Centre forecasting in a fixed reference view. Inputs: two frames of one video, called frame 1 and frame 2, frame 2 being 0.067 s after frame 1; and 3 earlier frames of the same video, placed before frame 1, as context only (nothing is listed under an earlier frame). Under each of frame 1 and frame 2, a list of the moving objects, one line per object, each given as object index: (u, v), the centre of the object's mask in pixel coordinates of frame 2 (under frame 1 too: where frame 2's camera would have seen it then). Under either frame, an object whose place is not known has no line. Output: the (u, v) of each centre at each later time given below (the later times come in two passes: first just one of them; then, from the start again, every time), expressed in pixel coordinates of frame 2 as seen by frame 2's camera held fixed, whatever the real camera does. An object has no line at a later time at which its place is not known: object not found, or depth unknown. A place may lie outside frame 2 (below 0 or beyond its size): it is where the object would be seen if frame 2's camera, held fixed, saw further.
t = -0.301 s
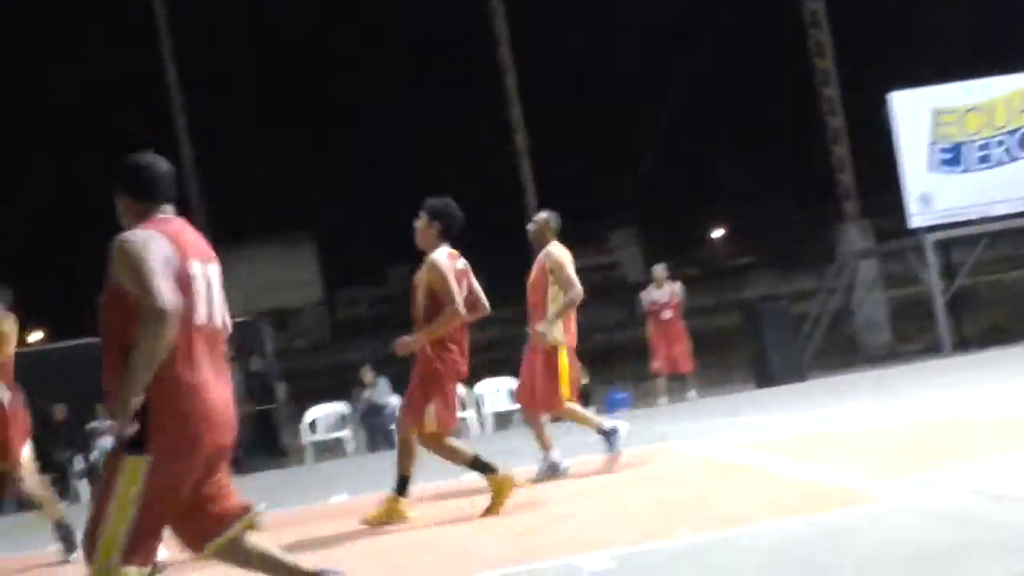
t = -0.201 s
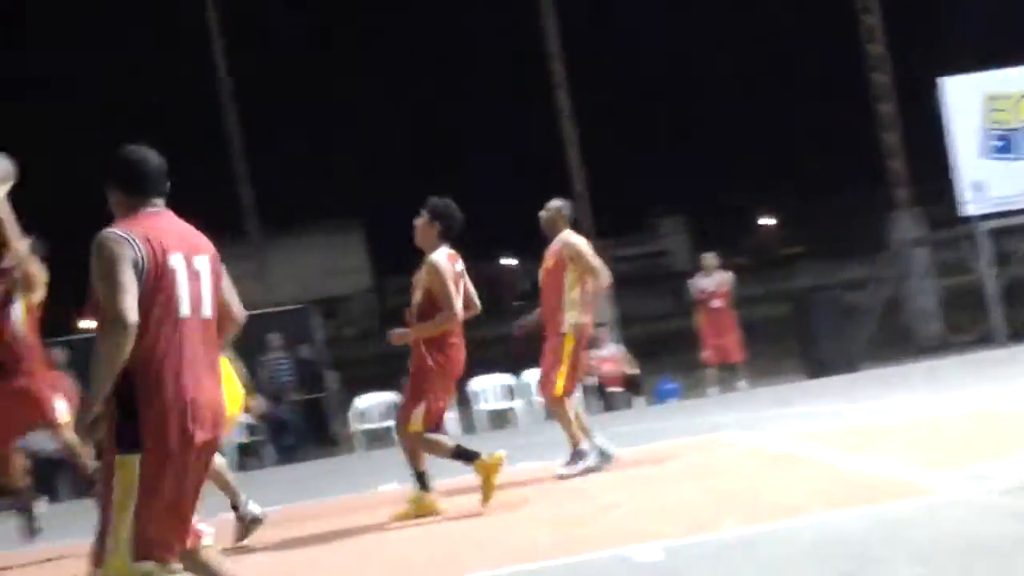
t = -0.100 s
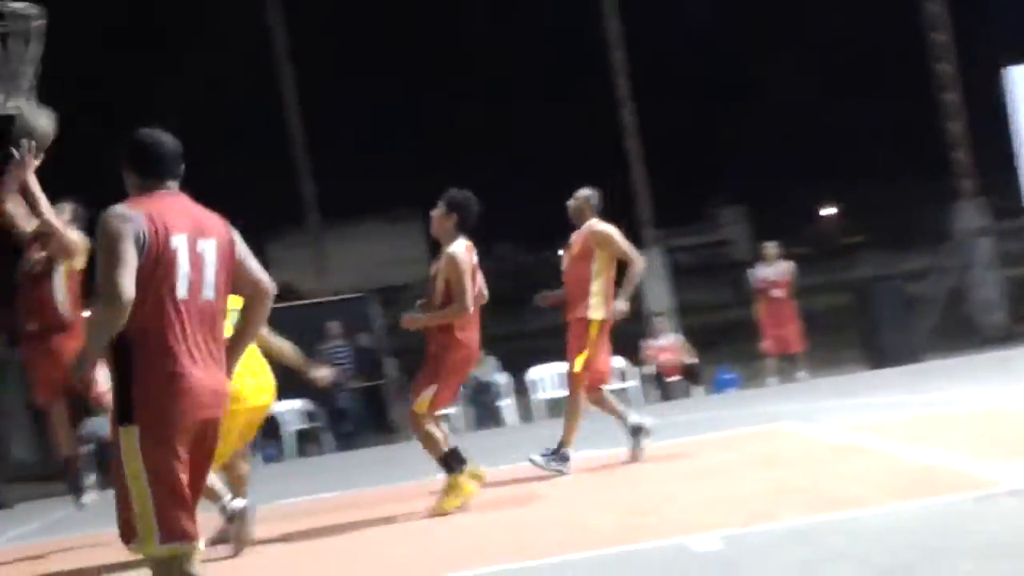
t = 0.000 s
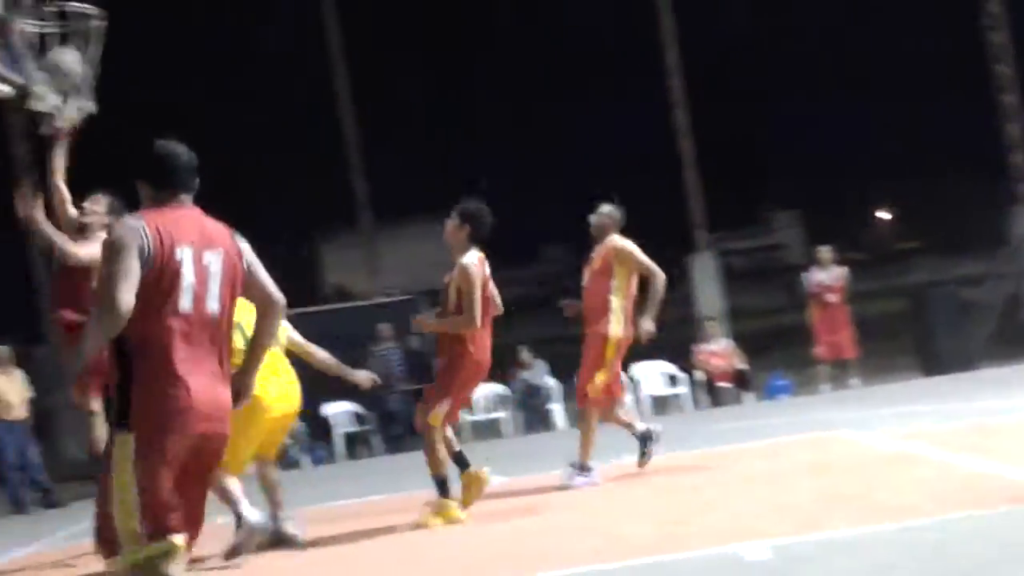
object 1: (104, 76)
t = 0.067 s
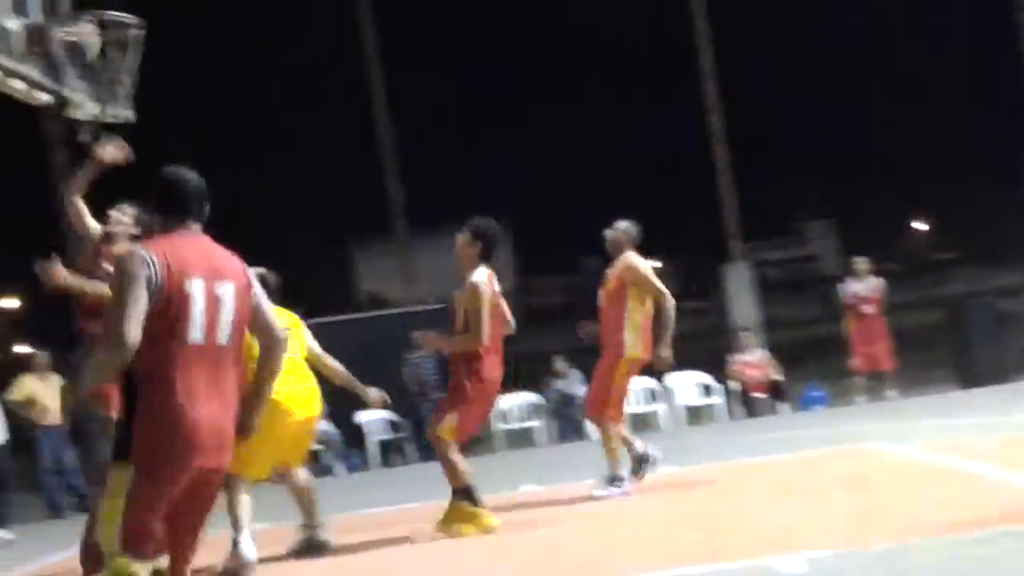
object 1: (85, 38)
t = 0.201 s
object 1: (67, 5)
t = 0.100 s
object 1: (73, 21)
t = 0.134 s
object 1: (58, 10)
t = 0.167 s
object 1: (62, 8)
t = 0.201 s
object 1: (67, 5)
